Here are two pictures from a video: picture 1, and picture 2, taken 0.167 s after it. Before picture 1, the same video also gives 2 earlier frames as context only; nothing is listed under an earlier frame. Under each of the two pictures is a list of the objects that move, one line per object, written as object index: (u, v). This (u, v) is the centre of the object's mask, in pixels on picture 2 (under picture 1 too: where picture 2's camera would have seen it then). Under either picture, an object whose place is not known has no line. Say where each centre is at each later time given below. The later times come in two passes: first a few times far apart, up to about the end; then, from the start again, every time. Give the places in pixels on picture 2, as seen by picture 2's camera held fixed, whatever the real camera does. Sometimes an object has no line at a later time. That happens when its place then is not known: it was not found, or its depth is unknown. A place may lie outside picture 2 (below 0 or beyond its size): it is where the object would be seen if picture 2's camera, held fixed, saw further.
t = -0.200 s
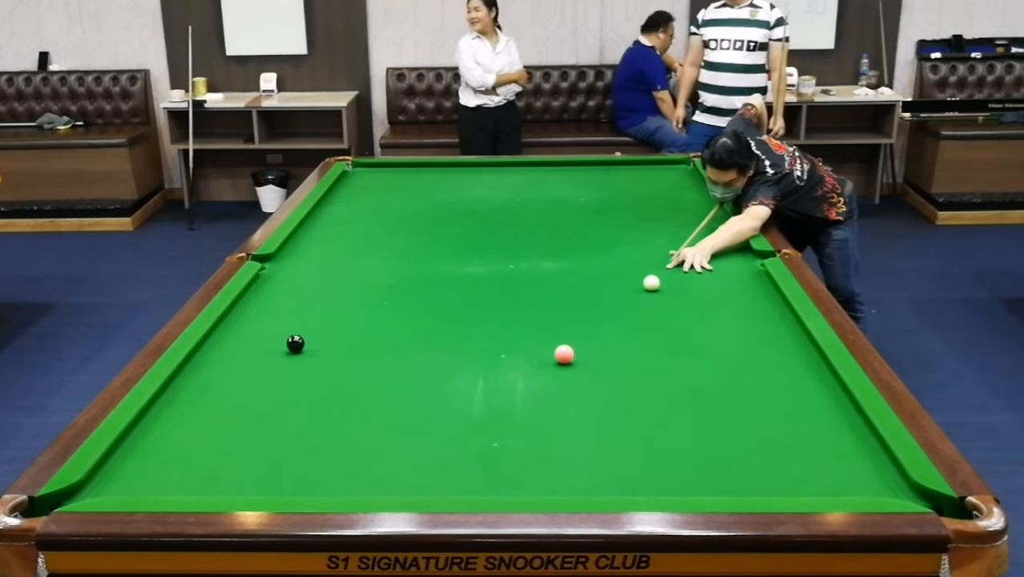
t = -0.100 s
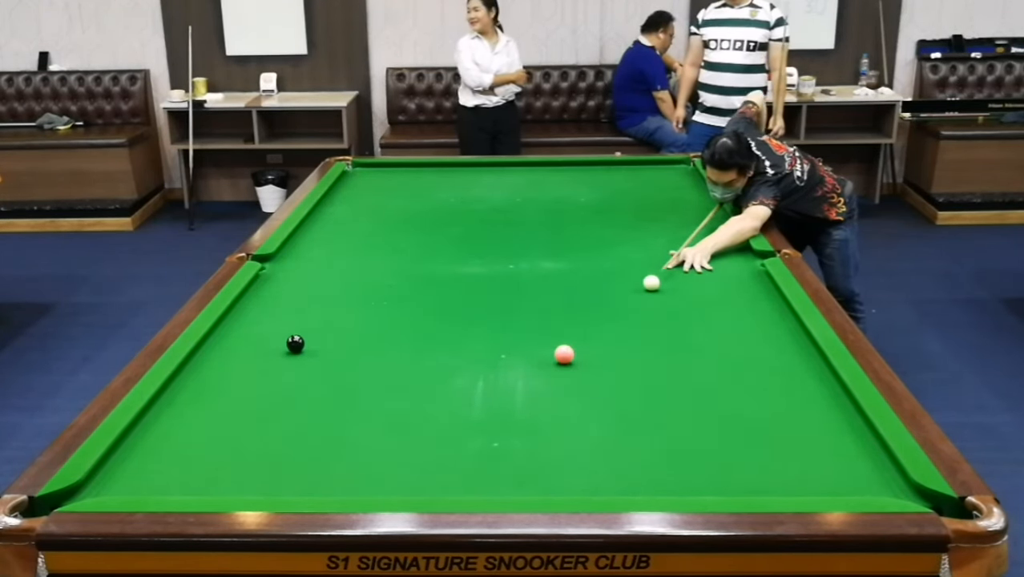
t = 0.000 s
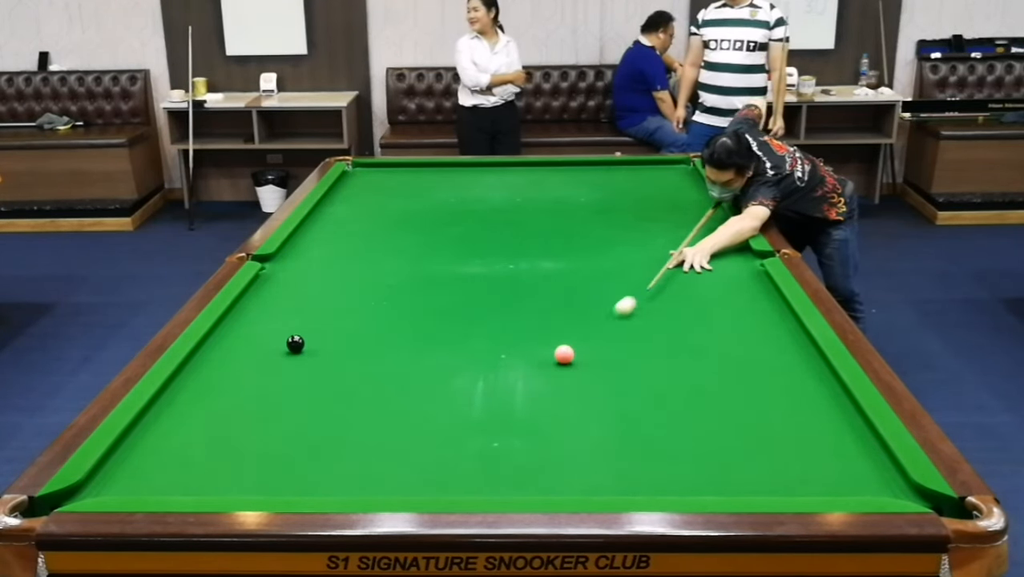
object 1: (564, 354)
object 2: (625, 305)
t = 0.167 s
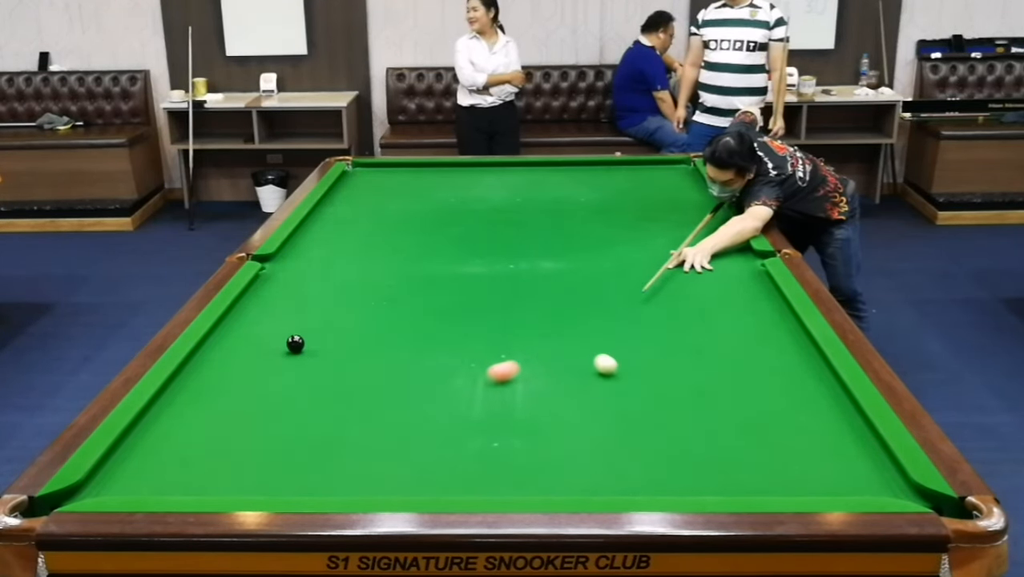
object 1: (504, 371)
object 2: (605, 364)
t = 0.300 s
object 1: (378, 408)
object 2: (652, 397)
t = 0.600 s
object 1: (92, 489)
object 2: (756, 490)
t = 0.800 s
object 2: (774, 442)
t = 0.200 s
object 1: (473, 380)
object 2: (618, 372)
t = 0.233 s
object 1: (441, 389)
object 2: (630, 380)
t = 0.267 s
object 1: (410, 399)
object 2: (641, 389)
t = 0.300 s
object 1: (378, 408)
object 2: (652, 397)
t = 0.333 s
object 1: (346, 418)
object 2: (662, 407)
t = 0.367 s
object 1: (315, 427)
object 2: (672, 416)
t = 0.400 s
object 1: (283, 436)
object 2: (683, 427)
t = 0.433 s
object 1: (252, 445)
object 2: (694, 437)
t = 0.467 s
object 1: (221, 454)
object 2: (706, 448)
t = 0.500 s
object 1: (191, 463)
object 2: (718, 460)
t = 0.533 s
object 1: (159, 473)
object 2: (731, 472)
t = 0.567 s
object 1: (126, 482)
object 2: (744, 483)
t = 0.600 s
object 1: (92, 489)
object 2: (756, 490)
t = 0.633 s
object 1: (56, 501)
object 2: (760, 484)
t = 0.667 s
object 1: (28, 511)
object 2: (762, 474)
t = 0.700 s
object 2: (765, 465)
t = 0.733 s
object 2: (768, 457)
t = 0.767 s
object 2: (771, 449)
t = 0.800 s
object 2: (774, 442)
